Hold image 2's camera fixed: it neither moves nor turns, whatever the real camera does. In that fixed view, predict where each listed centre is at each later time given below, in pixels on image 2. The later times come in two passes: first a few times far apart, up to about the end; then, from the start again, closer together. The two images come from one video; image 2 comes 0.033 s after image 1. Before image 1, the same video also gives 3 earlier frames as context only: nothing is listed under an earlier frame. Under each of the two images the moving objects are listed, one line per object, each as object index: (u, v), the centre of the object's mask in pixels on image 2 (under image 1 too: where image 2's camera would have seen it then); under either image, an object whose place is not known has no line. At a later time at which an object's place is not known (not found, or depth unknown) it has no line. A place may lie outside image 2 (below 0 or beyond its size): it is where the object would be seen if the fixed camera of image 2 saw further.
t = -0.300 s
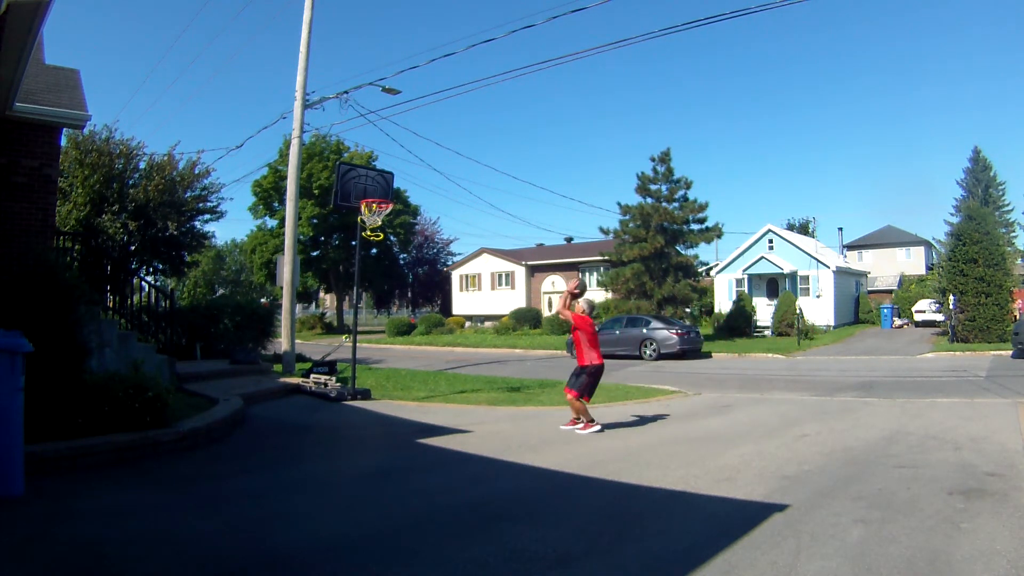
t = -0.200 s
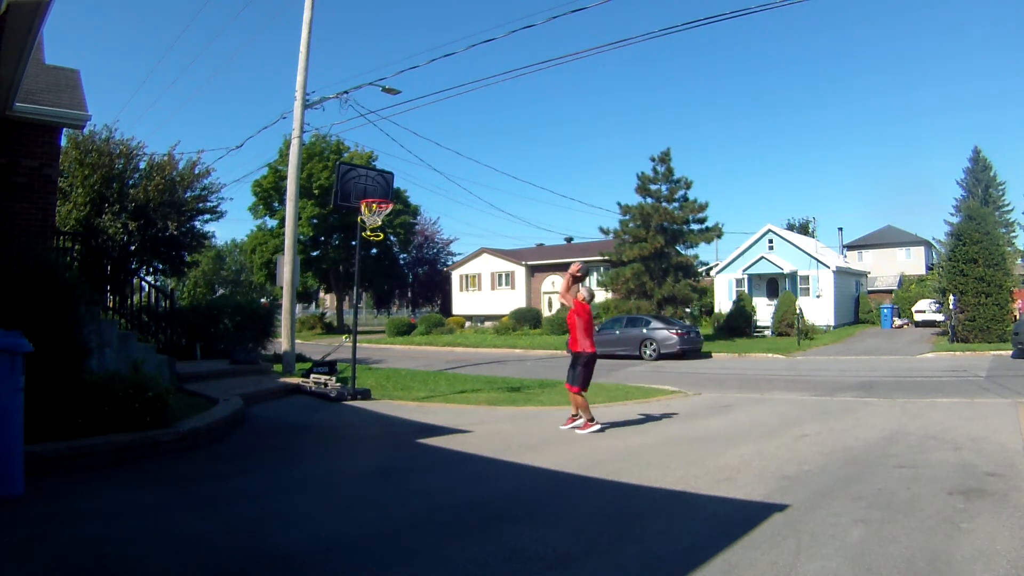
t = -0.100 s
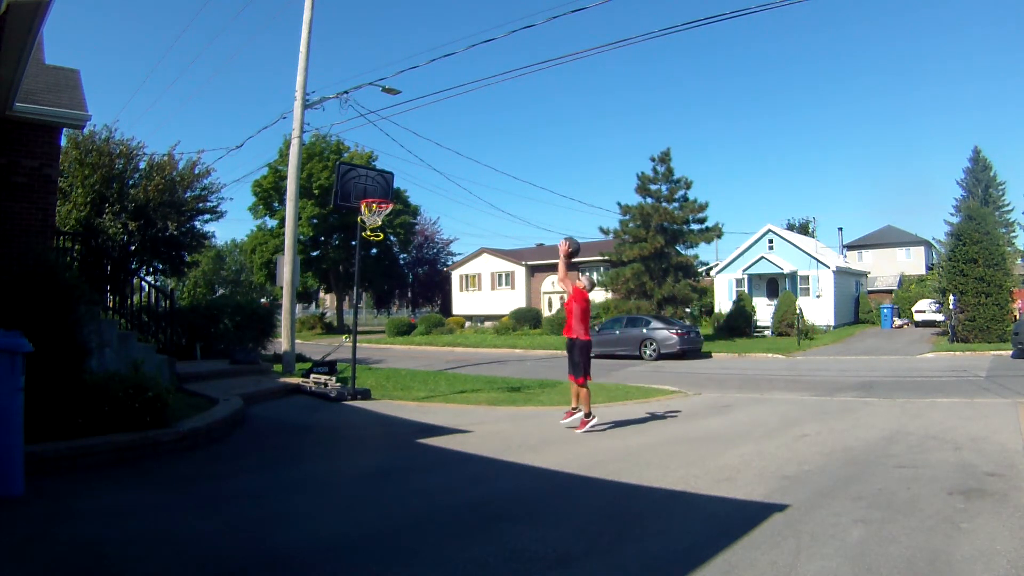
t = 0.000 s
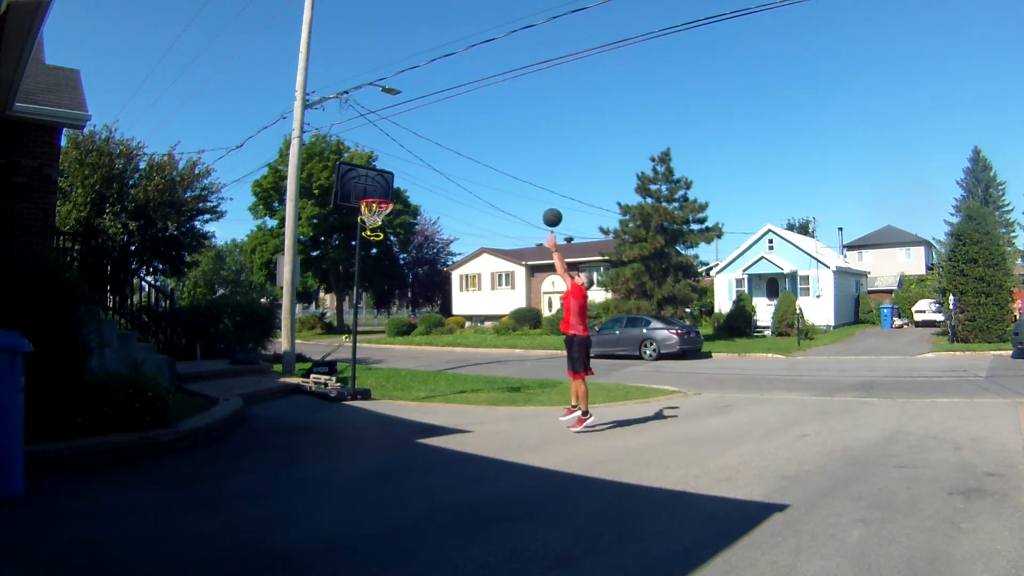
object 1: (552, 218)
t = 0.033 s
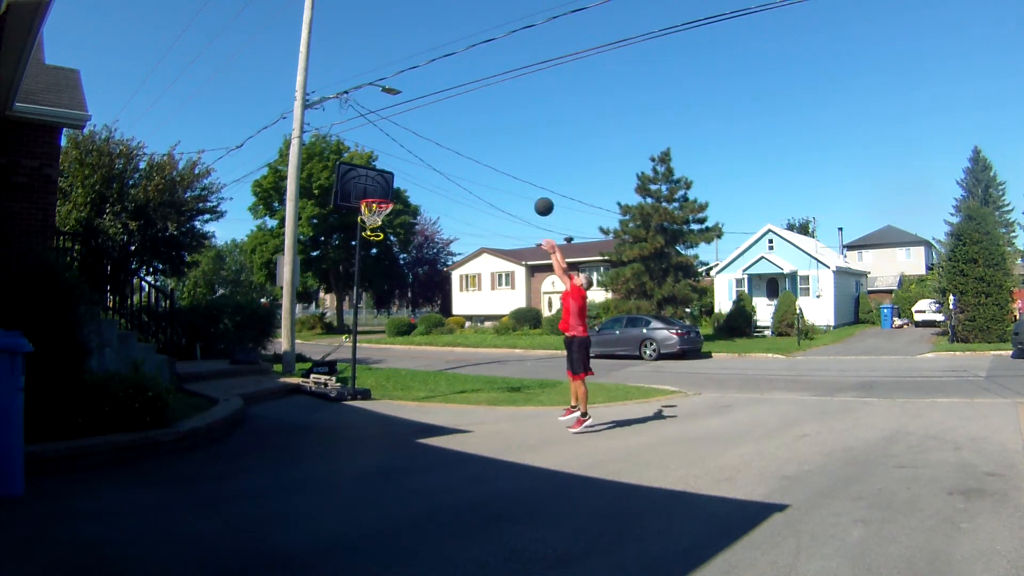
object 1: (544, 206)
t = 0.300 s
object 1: (481, 155)
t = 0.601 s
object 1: (418, 162)
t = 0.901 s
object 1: (387, 179)
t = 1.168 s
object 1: (392, 177)
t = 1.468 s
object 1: (396, 240)
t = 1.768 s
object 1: (408, 397)
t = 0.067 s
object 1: (536, 197)
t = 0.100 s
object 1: (527, 188)
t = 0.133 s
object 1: (519, 180)
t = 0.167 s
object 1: (511, 173)
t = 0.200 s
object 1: (503, 167)
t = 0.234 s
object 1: (496, 162)
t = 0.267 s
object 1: (488, 158)
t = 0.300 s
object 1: (481, 155)
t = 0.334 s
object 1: (473, 152)
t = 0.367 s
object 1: (466, 151)
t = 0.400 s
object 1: (459, 150)
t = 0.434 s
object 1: (452, 150)
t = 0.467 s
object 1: (445, 151)
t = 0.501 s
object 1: (438, 153)
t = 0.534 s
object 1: (432, 155)
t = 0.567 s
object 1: (425, 158)
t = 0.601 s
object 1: (418, 162)
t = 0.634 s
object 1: (412, 167)
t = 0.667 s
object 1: (406, 172)
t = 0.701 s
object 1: (400, 179)
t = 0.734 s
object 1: (393, 185)
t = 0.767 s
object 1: (386, 192)
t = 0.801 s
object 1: (386, 193)
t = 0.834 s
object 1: (386, 187)
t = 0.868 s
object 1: (387, 183)
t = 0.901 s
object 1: (387, 179)
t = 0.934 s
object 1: (388, 177)
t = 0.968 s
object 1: (388, 174)
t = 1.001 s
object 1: (389, 173)
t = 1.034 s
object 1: (390, 173)
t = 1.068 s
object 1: (390, 173)
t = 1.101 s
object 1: (391, 173)
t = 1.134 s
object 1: (392, 175)
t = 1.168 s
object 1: (392, 177)
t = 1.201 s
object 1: (393, 181)
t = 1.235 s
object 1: (393, 185)
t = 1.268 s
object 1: (394, 190)
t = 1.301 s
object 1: (395, 196)
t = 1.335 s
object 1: (393, 201)
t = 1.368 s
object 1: (394, 209)
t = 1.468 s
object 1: (396, 240)
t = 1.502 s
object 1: (397, 253)
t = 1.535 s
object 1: (399, 266)
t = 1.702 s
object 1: (405, 354)
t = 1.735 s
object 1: (407, 375)
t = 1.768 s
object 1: (408, 397)
